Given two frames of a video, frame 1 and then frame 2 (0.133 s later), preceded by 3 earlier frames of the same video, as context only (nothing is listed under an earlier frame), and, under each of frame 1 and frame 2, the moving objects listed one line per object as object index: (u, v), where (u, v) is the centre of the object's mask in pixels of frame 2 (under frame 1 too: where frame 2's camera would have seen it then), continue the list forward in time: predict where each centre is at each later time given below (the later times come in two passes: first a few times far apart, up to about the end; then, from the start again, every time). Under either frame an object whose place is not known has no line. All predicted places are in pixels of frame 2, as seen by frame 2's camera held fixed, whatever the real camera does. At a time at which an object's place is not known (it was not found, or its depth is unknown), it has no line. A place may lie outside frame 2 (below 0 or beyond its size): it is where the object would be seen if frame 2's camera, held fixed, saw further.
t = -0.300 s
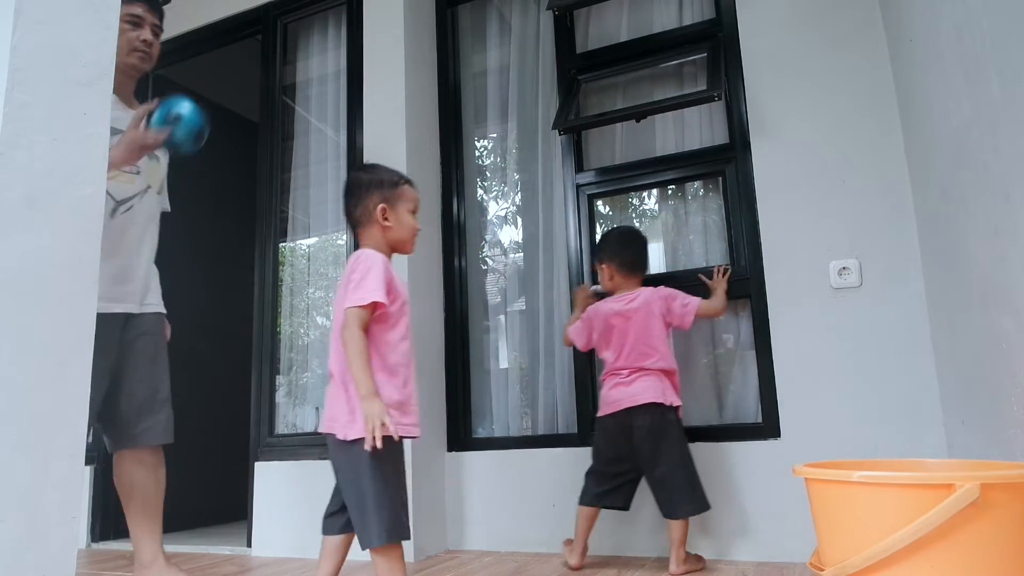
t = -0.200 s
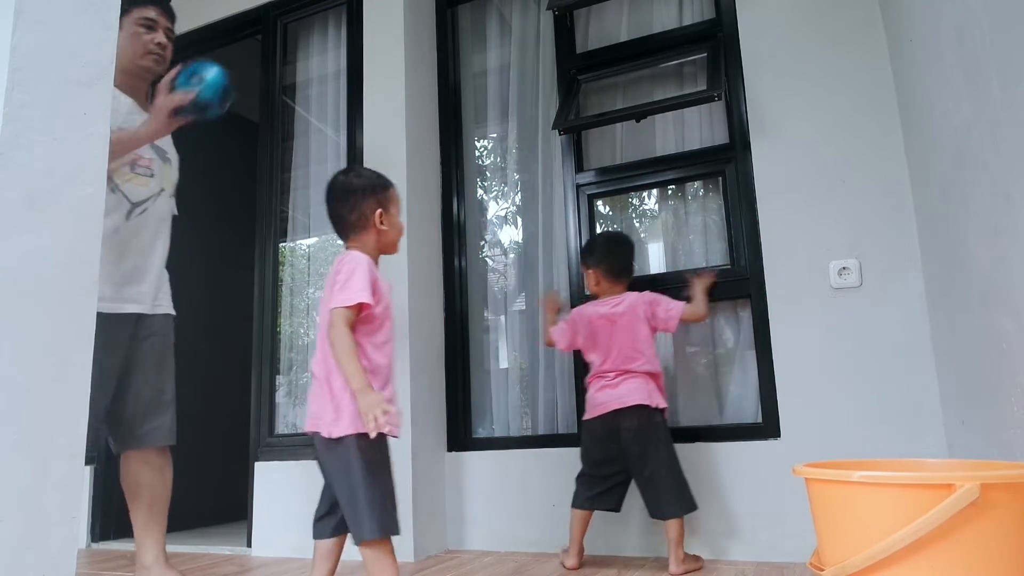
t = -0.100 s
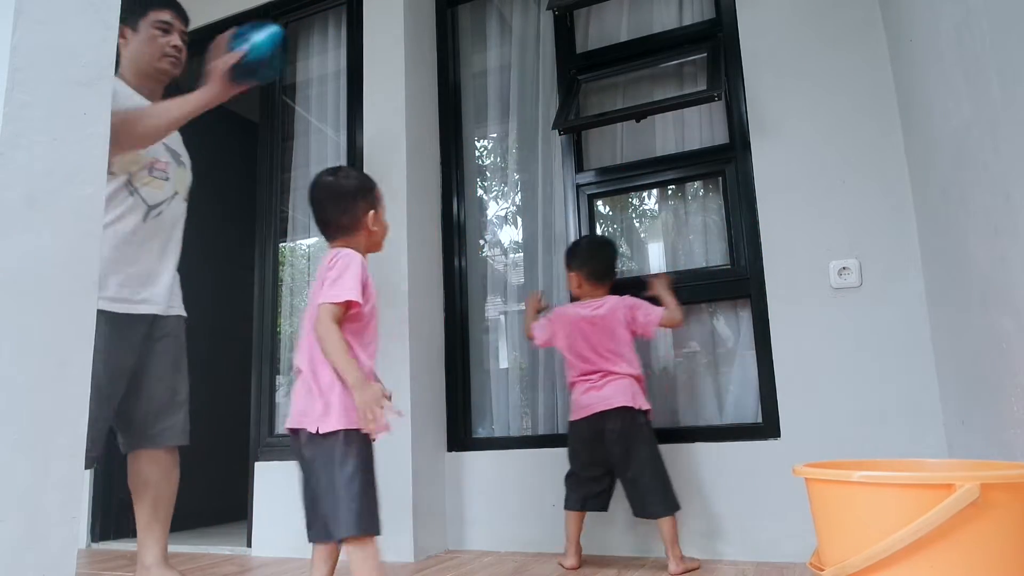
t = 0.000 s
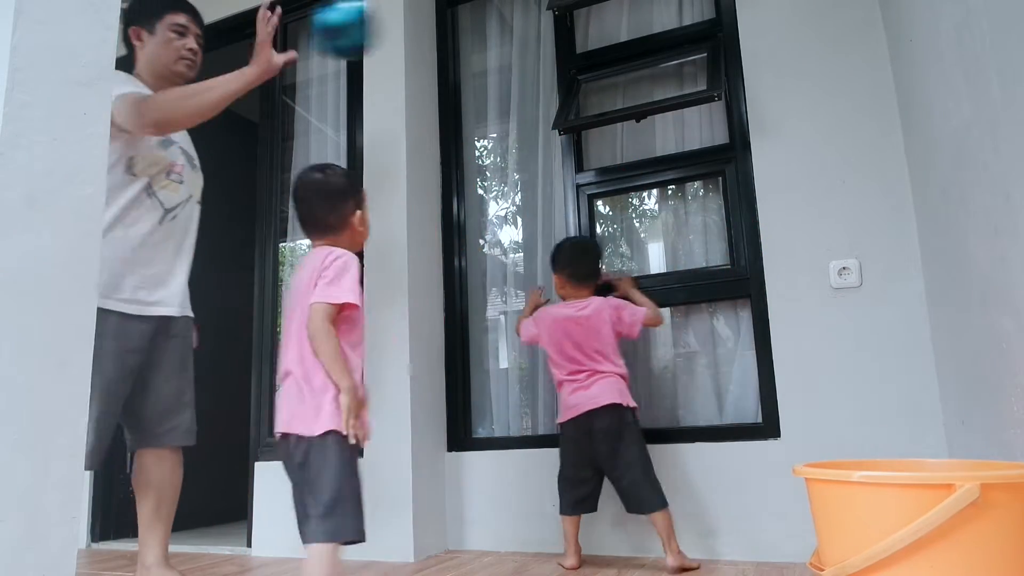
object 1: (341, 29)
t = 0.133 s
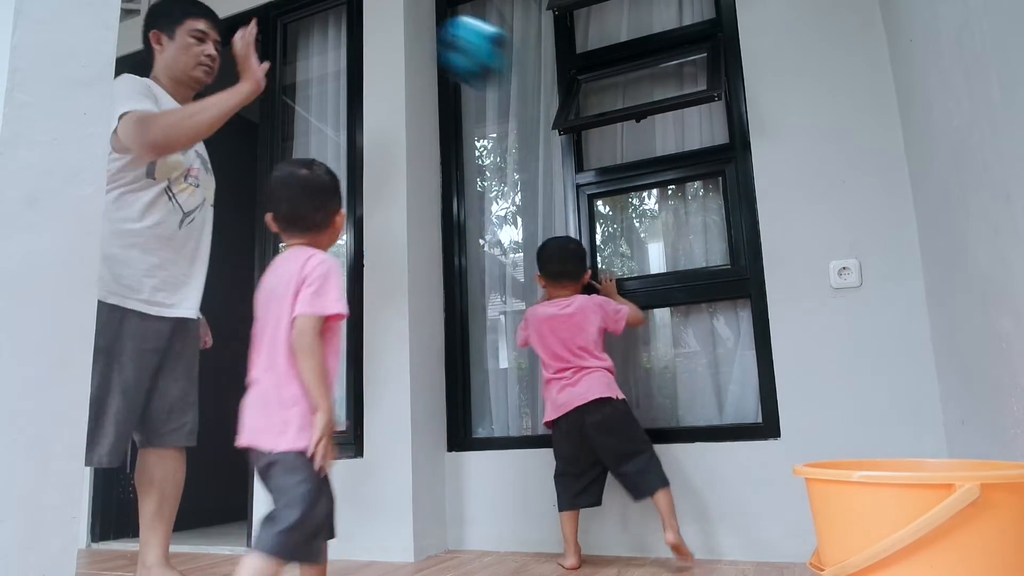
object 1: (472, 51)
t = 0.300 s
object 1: (668, 194)
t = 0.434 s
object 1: (873, 441)
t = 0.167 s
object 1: (507, 67)
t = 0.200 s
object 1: (545, 92)
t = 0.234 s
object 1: (584, 118)
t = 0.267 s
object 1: (624, 155)
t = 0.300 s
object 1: (668, 194)
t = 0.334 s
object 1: (720, 254)
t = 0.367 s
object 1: (763, 309)
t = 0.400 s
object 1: (826, 391)
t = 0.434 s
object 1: (873, 441)
